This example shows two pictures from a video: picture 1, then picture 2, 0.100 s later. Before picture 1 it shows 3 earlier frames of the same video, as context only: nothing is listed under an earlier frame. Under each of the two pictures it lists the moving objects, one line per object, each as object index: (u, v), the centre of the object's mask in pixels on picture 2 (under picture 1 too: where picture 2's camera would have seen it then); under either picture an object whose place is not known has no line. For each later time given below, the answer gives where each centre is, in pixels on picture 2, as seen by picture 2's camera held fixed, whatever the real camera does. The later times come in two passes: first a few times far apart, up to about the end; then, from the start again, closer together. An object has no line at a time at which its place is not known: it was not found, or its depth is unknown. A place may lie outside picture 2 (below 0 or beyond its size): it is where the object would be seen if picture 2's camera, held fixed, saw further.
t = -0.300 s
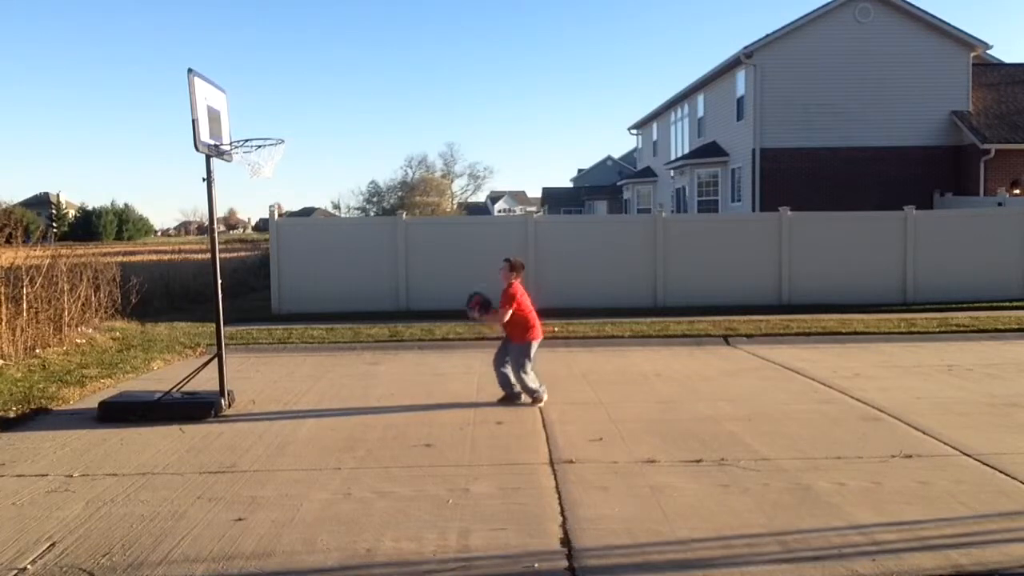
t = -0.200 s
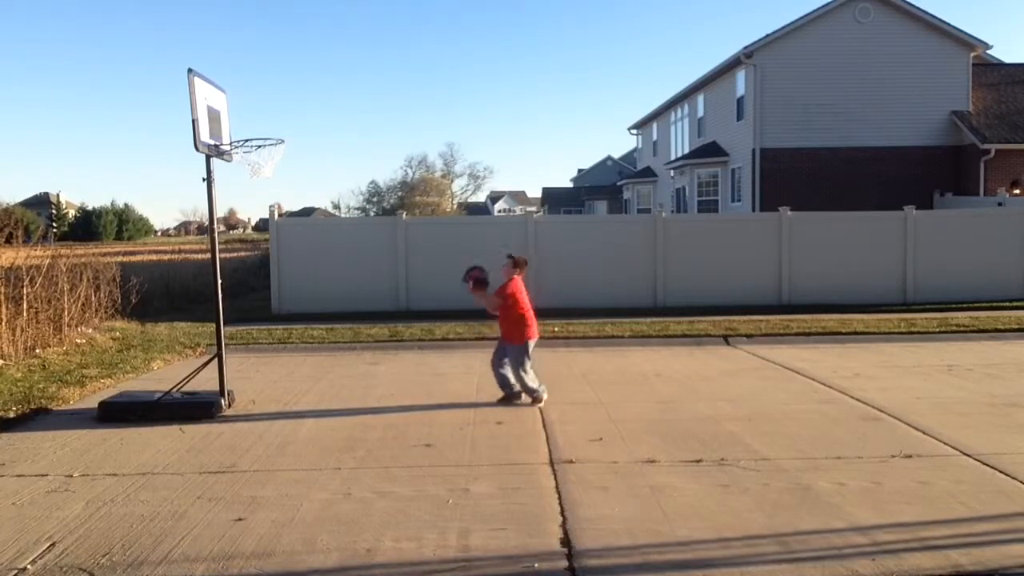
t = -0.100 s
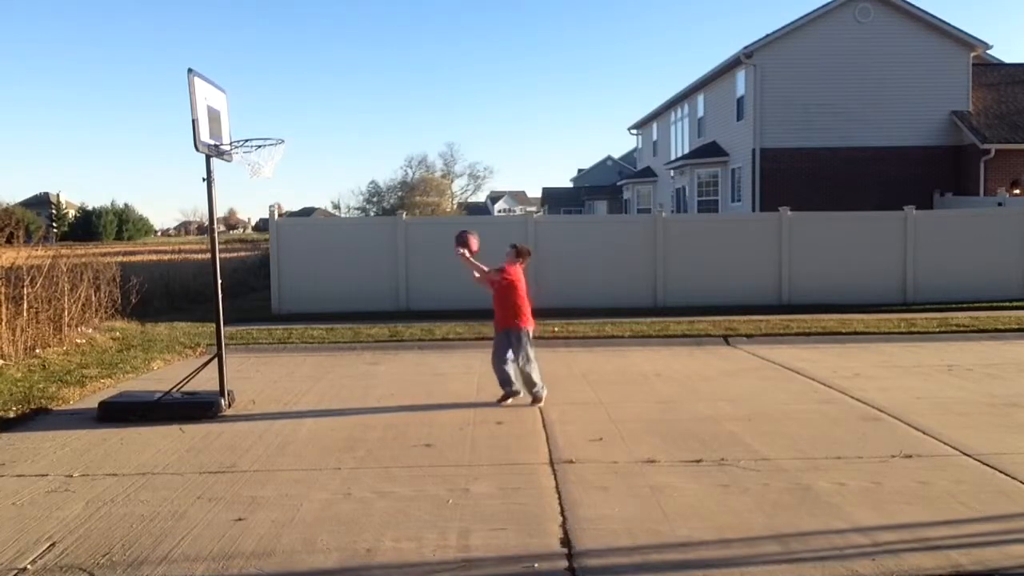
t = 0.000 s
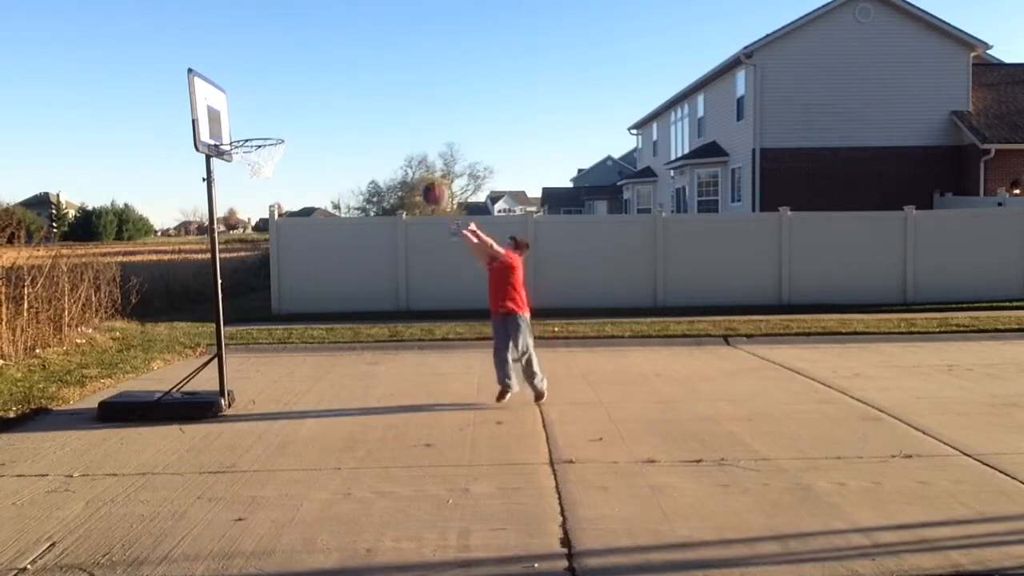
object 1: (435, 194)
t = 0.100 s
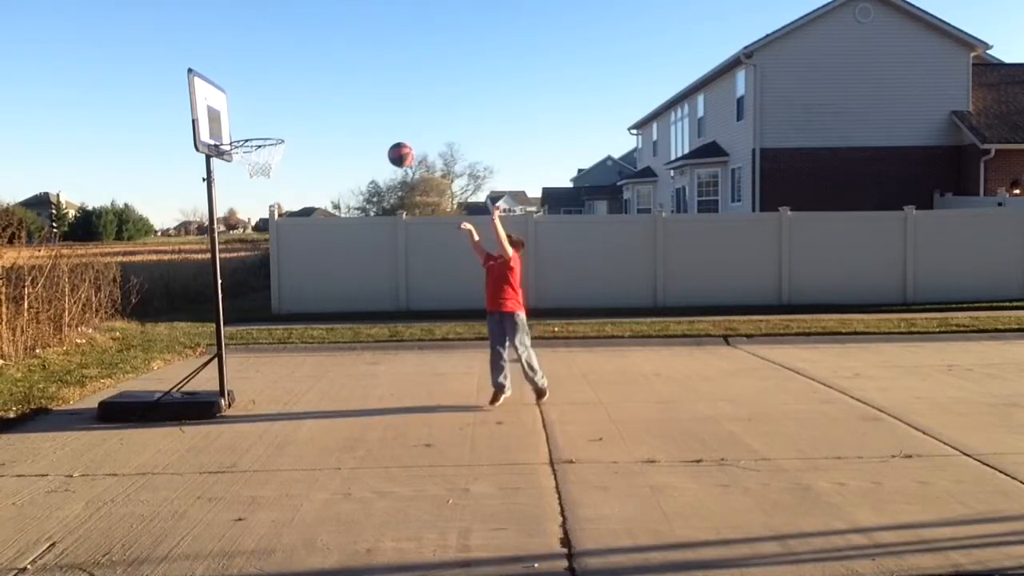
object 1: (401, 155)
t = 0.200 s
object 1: (366, 125)
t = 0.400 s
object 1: (297, 97)
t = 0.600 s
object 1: (231, 111)
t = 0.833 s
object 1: (274, 167)
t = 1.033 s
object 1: (272, 182)
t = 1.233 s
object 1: (268, 235)
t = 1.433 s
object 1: (265, 331)
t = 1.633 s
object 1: (254, 359)
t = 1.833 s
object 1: (237, 299)
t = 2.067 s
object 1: (260, 292)
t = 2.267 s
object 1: (280, 331)
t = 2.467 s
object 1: (295, 381)
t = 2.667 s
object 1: (293, 335)
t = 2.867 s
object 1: (291, 328)
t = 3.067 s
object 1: (288, 360)
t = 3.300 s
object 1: (285, 362)
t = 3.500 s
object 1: (282, 350)
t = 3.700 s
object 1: (281, 379)
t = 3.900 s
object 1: (277, 366)
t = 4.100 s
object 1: (273, 370)
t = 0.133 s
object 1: (389, 144)
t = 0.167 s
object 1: (377, 134)
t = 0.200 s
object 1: (366, 125)
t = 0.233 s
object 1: (355, 118)
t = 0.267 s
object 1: (343, 111)
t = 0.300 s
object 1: (332, 106)
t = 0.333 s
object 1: (320, 102)
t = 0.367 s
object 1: (309, 99)
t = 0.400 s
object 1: (297, 97)
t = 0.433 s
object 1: (286, 96)
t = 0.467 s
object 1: (275, 97)
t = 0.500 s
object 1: (264, 99)
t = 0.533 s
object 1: (252, 102)
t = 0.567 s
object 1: (241, 106)
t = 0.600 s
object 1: (231, 111)
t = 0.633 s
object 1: (229, 117)
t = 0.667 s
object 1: (236, 123)
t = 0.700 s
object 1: (243, 130)
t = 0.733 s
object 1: (251, 139)
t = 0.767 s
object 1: (260, 148)
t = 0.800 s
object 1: (267, 158)
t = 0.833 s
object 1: (274, 167)
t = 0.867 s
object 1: (276, 170)
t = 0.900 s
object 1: (276, 170)
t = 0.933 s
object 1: (275, 171)
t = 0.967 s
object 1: (274, 174)
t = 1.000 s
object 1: (273, 177)
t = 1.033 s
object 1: (272, 182)
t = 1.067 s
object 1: (271, 188)
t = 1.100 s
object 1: (270, 195)
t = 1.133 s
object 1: (269, 203)
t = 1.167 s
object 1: (268, 214)
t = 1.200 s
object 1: (268, 224)
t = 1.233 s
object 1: (268, 235)
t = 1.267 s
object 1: (268, 248)
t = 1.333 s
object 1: (268, 277)
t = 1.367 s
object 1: (270, 295)
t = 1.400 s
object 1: (269, 312)
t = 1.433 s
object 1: (265, 331)
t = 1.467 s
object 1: (264, 351)
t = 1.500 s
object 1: (264, 372)
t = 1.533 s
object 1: (263, 394)
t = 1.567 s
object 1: (261, 388)
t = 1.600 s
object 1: (257, 373)
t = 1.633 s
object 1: (254, 359)
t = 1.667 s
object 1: (252, 346)
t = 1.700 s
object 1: (248, 335)
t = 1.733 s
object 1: (246, 325)
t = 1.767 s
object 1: (243, 315)
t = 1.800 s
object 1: (238, 307)
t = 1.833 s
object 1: (237, 299)
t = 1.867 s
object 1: (238, 295)
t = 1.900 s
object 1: (242, 291)
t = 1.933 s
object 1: (246, 289)
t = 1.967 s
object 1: (251, 288)
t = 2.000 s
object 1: (253, 287)
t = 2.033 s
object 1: (256, 291)
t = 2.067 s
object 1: (260, 292)
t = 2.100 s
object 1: (262, 296)
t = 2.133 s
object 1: (267, 301)
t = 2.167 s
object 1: (269, 307)
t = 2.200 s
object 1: (273, 313)
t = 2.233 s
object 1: (277, 321)
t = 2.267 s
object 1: (280, 331)
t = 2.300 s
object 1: (283, 342)
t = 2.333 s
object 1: (287, 352)
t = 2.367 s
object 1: (290, 365)
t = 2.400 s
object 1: (294, 378)
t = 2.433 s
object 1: (296, 392)
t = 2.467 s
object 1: (295, 381)
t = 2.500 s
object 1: (295, 371)
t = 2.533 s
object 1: (294, 362)
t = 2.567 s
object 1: (294, 353)
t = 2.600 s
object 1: (293, 346)
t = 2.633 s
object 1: (293, 340)
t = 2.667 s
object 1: (293, 335)
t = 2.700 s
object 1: (292, 333)
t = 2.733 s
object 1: (292, 330)
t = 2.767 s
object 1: (291, 328)
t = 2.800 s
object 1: (291, 328)
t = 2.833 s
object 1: (291, 328)
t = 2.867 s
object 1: (291, 328)
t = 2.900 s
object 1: (289, 331)
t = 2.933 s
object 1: (289, 334)
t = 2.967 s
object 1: (289, 339)
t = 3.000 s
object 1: (289, 345)
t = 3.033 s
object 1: (288, 352)
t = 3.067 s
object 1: (288, 360)
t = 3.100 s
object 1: (288, 369)
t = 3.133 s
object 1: (288, 380)
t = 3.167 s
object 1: (288, 390)
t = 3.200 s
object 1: (287, 382)
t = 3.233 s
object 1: (286, 374)
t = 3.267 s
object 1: (286, 367)
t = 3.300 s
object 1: (285, 362)
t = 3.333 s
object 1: (285, 357)
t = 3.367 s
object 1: (284, 354)
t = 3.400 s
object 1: (284, 351)
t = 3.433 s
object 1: (283, 350)
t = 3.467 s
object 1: (283, 350)
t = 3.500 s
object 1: (282, 350)
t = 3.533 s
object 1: (281, 353)
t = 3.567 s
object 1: (282, 356)
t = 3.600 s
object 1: (281, 359)
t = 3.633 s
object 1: (281, 365)
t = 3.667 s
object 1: (281, 371)
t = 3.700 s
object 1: (281, 379)
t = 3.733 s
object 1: (281, 387)
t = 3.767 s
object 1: (280, 384)
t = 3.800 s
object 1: (279, 378)
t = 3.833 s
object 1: (279, 373)
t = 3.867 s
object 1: (277, 369)
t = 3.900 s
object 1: (277, 366)
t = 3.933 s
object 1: (276, 364)
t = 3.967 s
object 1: (275, 363)
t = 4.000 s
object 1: (274, 363)
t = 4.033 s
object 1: (274, 364)
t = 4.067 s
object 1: (273, 367)
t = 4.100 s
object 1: (273, 370)
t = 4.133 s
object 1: (273, 374)
